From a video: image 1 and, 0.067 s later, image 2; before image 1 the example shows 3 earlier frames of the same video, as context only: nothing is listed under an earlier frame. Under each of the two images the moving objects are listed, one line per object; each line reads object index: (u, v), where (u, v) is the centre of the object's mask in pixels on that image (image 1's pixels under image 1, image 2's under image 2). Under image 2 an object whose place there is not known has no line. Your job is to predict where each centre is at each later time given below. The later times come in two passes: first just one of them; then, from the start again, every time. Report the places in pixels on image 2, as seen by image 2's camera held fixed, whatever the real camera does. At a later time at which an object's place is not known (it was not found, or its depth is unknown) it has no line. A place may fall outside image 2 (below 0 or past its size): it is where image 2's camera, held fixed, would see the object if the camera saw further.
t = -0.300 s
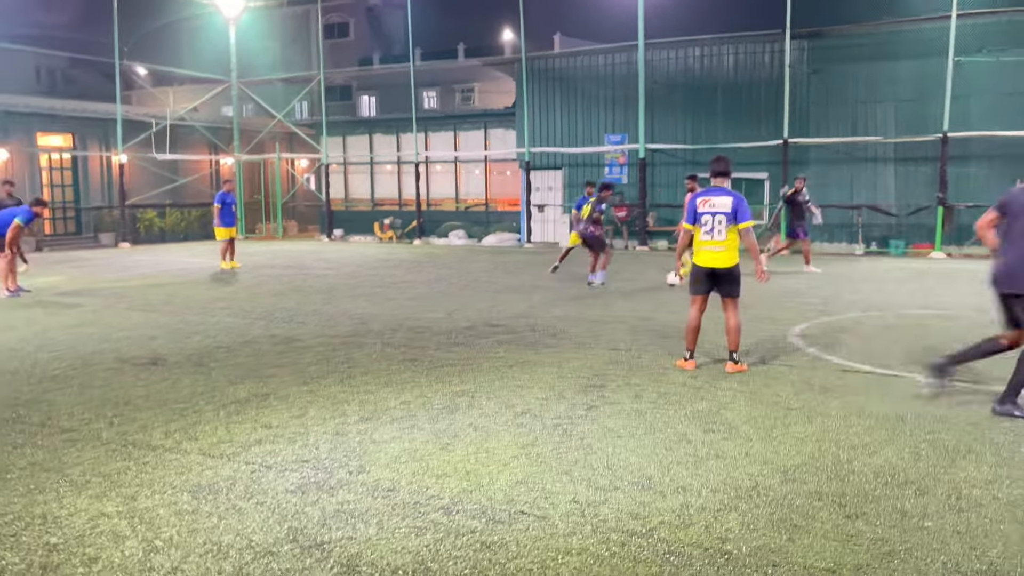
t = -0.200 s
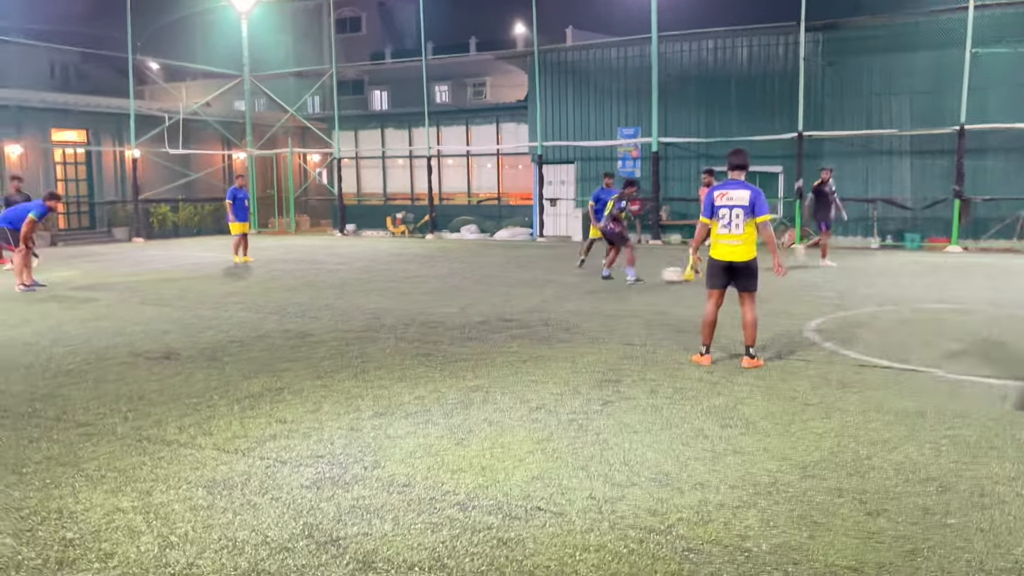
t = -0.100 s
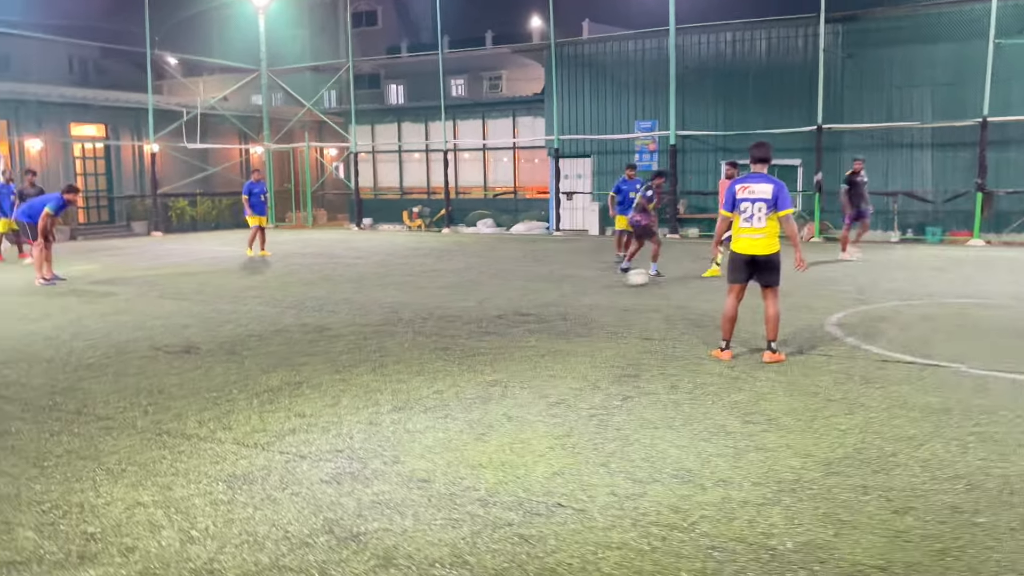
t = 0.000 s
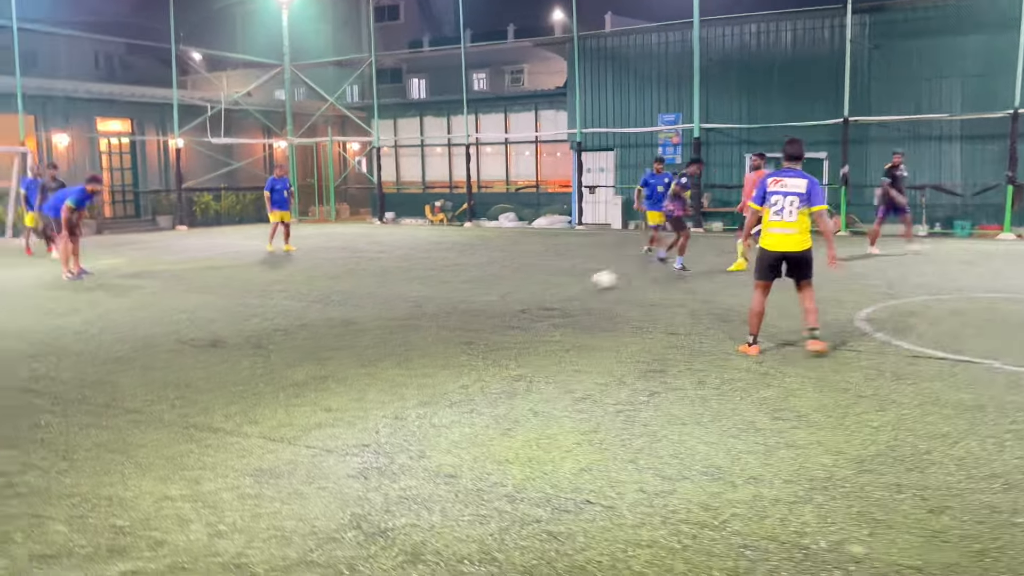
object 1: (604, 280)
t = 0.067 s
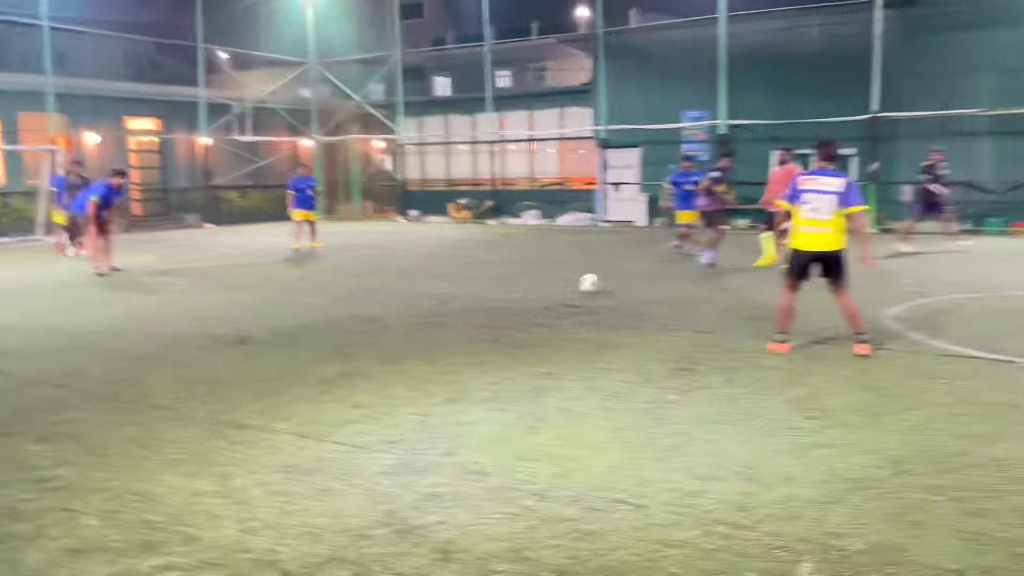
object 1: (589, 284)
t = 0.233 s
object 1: (481, 300)
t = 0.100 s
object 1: (568, 287)
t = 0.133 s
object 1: (545, 290)
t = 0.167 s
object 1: (525, 293)
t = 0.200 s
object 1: (503, 297)
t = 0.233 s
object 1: (481, 300)
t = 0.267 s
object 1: (460, 304)
